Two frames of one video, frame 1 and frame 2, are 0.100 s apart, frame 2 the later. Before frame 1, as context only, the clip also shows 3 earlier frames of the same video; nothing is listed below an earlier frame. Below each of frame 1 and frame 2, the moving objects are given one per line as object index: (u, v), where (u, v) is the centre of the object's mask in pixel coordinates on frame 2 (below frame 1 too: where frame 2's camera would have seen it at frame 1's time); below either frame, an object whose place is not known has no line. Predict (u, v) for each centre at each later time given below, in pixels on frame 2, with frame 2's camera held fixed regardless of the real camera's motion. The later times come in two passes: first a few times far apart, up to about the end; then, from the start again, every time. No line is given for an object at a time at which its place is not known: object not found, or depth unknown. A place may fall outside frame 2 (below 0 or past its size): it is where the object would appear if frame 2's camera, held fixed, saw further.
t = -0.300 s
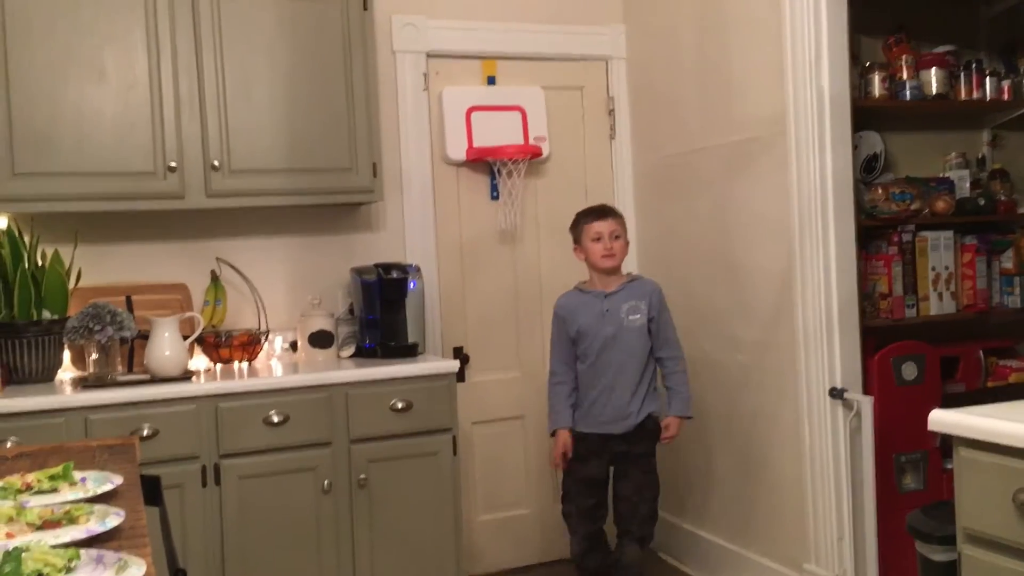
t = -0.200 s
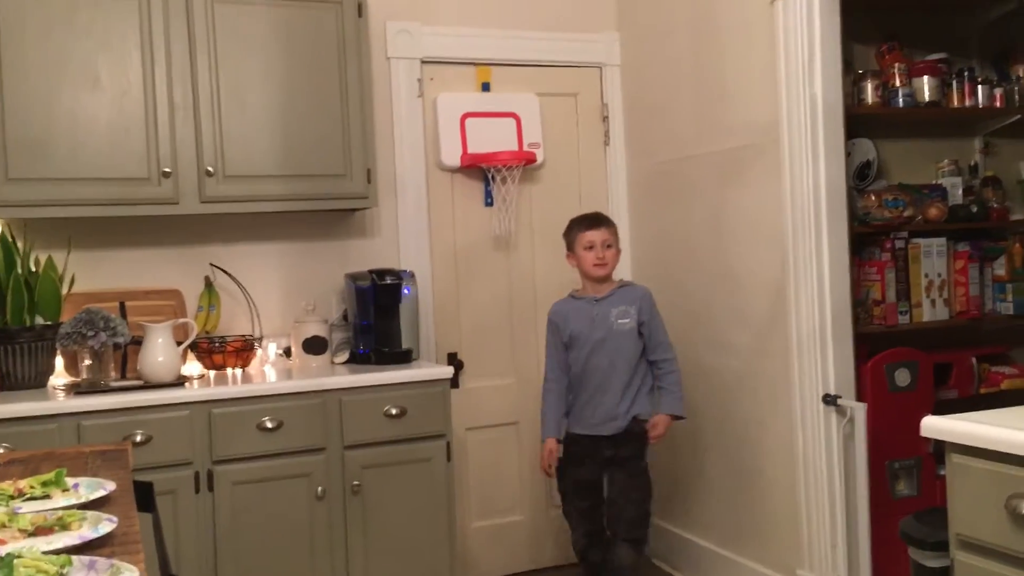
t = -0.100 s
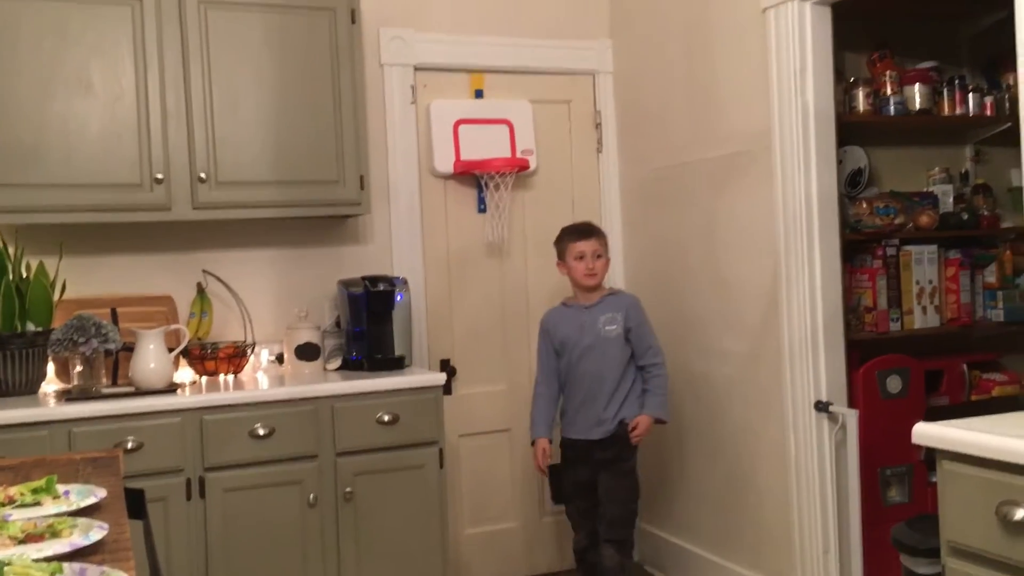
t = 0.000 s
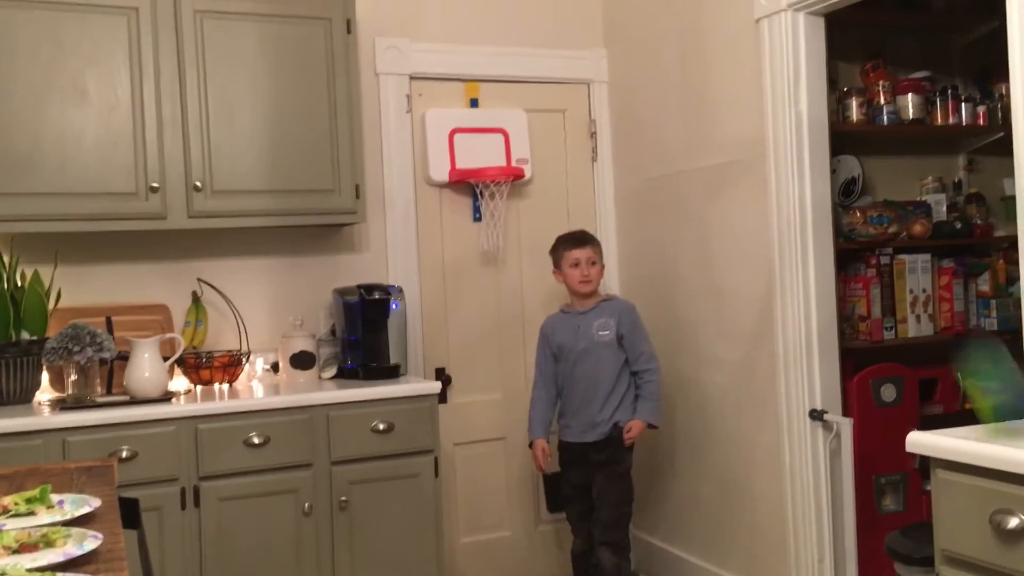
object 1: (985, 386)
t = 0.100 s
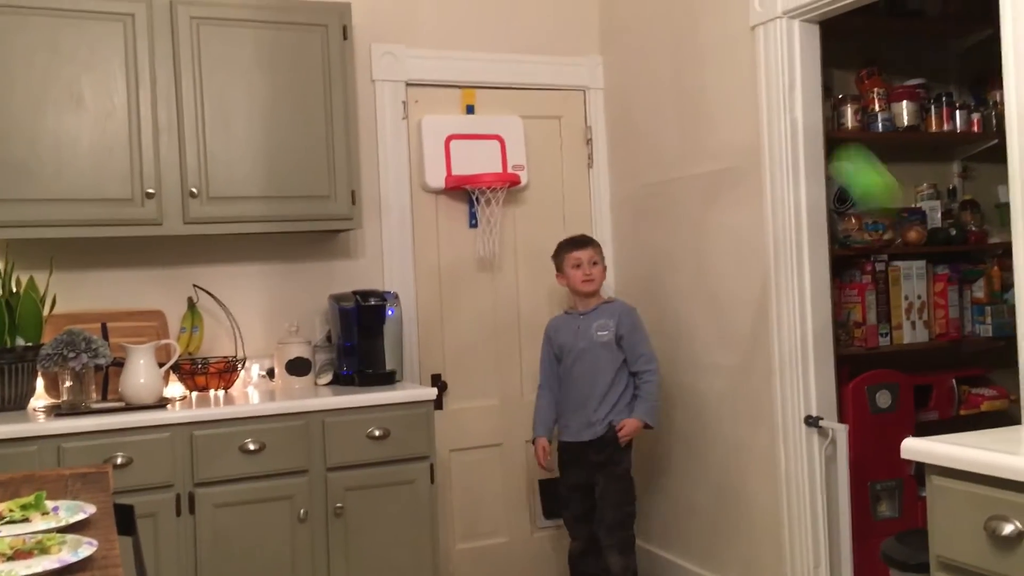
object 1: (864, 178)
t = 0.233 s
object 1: (743, 38)
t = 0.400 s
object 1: (641, 2)
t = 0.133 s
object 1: (830, 133)
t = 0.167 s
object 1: (802, 96)
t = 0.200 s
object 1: (769, 61)
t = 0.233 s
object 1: (743, 38)
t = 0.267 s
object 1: (719, 19)
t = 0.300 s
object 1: (696, 9)
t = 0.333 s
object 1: (677, 4)
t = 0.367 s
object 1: (658, 2)
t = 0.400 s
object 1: (641, 2)
